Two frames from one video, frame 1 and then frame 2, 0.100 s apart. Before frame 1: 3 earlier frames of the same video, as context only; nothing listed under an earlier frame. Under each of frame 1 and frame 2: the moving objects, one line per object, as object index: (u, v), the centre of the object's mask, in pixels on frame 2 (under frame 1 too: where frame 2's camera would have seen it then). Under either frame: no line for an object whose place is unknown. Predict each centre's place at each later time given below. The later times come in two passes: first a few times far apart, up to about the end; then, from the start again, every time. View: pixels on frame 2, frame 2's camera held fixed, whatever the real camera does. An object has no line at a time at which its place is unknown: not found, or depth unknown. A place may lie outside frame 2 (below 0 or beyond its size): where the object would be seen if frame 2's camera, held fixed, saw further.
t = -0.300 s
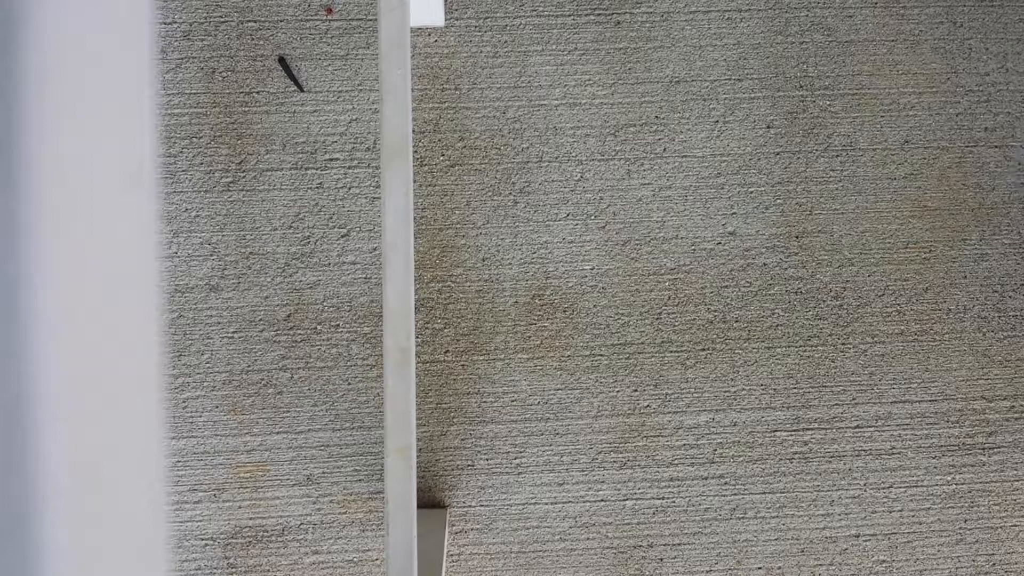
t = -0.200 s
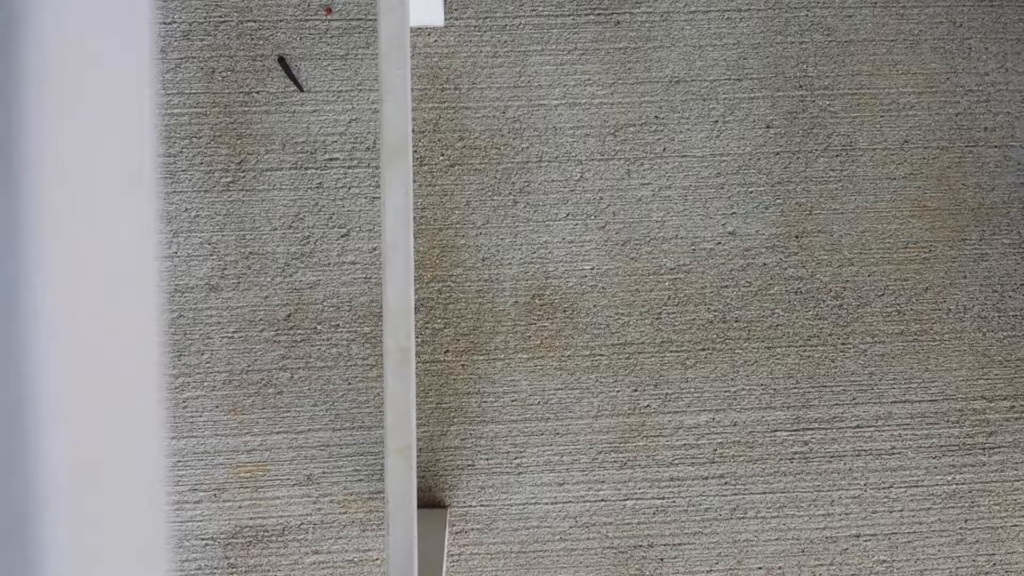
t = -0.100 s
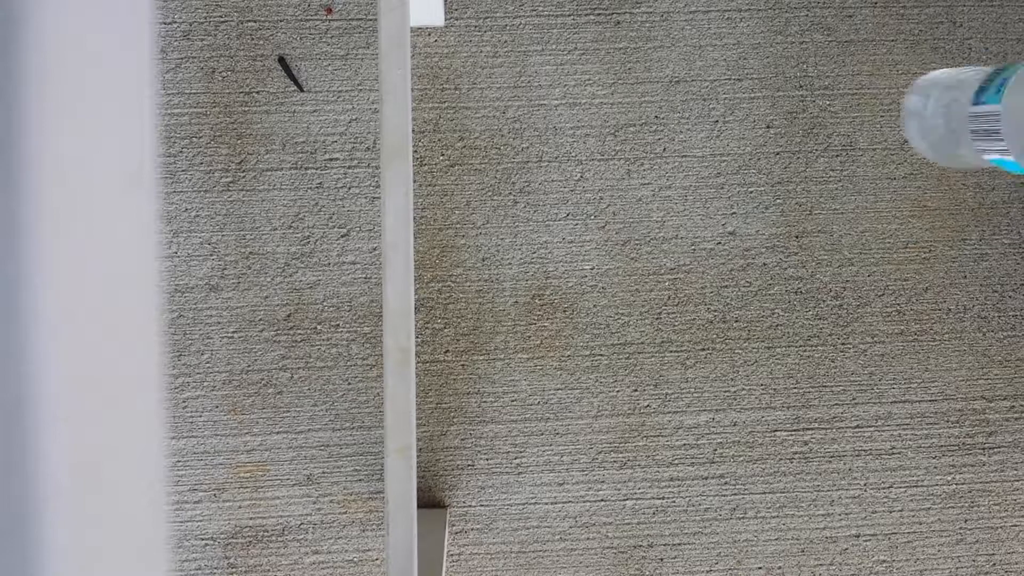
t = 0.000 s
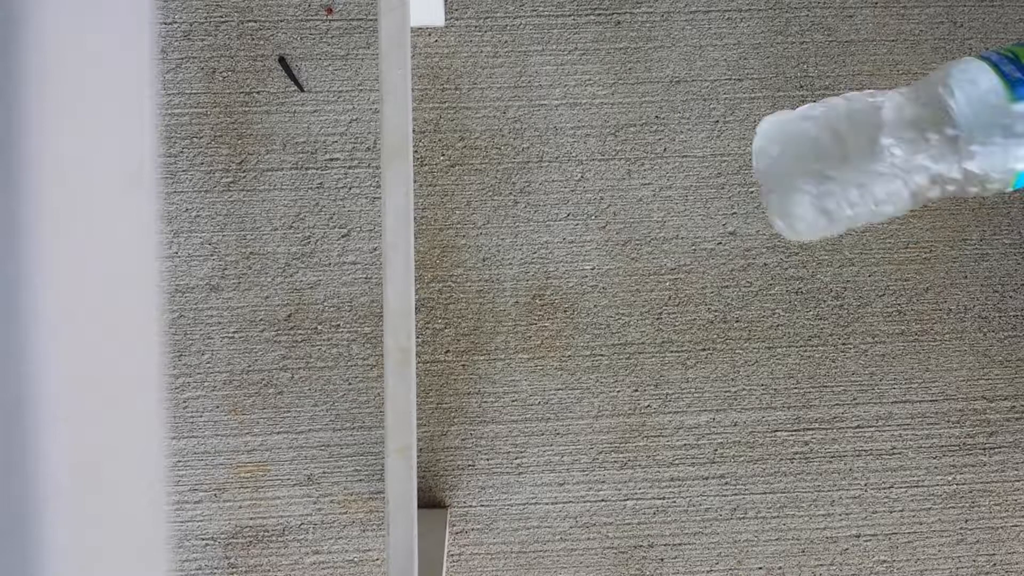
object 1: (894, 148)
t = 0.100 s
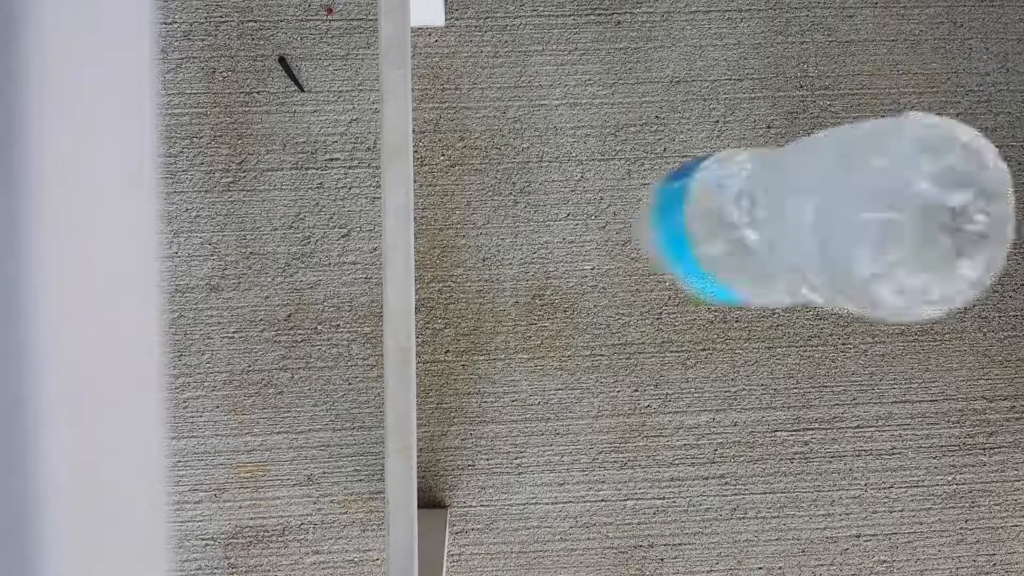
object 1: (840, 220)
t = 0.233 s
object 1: (542, 361)
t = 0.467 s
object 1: (484, 485)
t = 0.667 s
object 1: (608, 458)
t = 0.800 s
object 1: (660, 455)
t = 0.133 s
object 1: (778, 254)
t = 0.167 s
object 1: (704, 288)
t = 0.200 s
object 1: (627, 323)
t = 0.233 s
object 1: (542, 361)
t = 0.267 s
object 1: (469, 394)
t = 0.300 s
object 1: (410, 419)
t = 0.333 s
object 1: (368, 435)
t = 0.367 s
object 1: (359, 451)
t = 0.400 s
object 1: (385, 468)
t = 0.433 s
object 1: (428, 479)
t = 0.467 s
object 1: (484, 485)
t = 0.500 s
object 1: (524, 490)
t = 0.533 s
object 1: (548, 490)
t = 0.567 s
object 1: (573, 488)
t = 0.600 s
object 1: (587, 477)
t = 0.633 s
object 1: (598, 465)
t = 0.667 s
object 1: (608, 458)
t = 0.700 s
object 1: (623, 457)
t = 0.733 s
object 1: (640, 459)
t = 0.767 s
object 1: (653, 457)
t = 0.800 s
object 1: (660, 455)
